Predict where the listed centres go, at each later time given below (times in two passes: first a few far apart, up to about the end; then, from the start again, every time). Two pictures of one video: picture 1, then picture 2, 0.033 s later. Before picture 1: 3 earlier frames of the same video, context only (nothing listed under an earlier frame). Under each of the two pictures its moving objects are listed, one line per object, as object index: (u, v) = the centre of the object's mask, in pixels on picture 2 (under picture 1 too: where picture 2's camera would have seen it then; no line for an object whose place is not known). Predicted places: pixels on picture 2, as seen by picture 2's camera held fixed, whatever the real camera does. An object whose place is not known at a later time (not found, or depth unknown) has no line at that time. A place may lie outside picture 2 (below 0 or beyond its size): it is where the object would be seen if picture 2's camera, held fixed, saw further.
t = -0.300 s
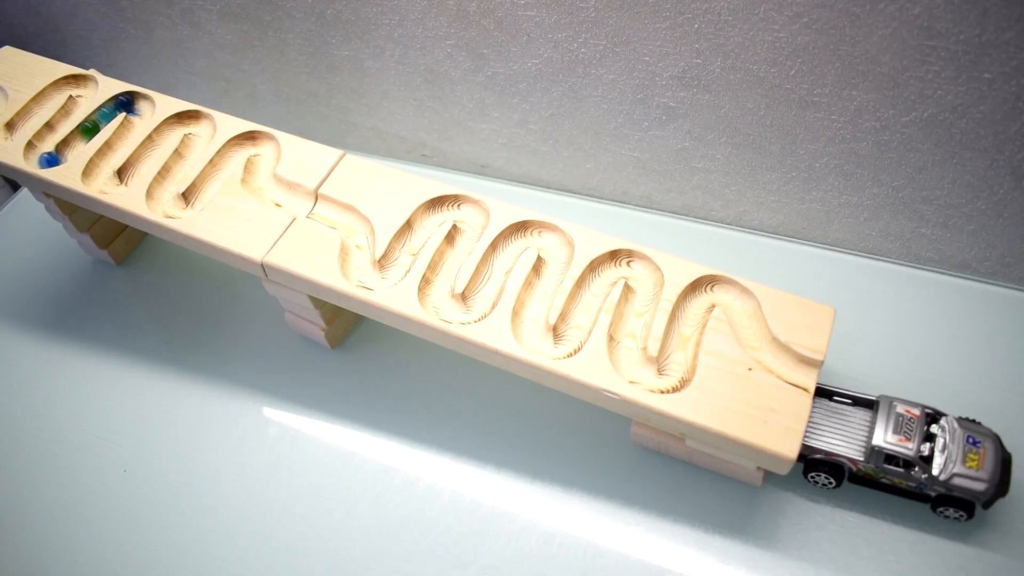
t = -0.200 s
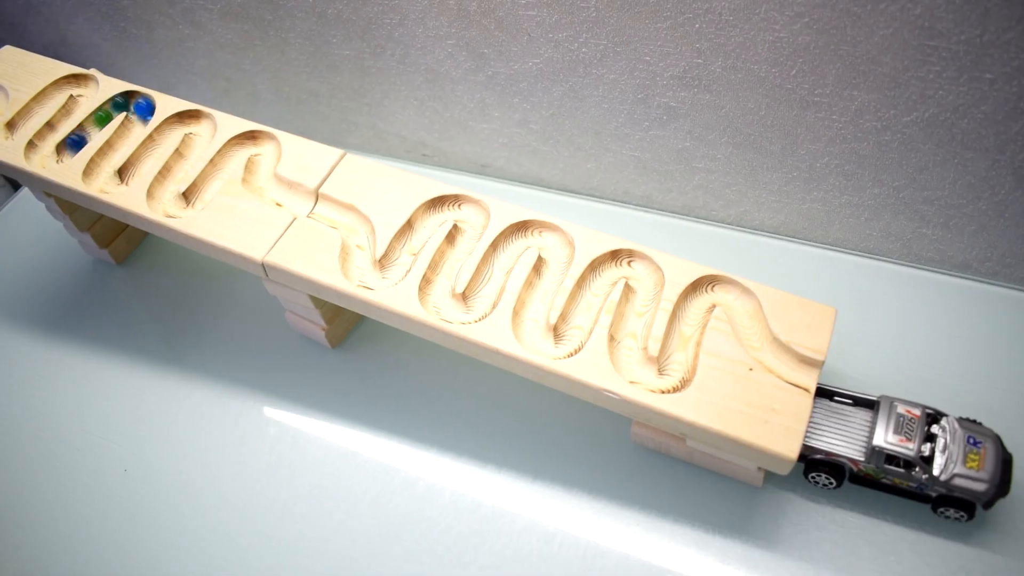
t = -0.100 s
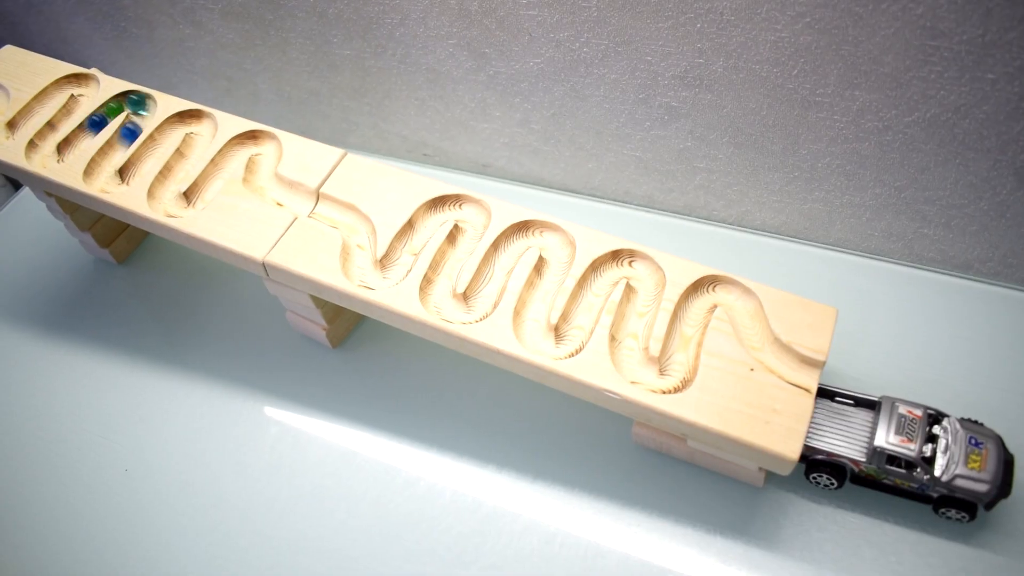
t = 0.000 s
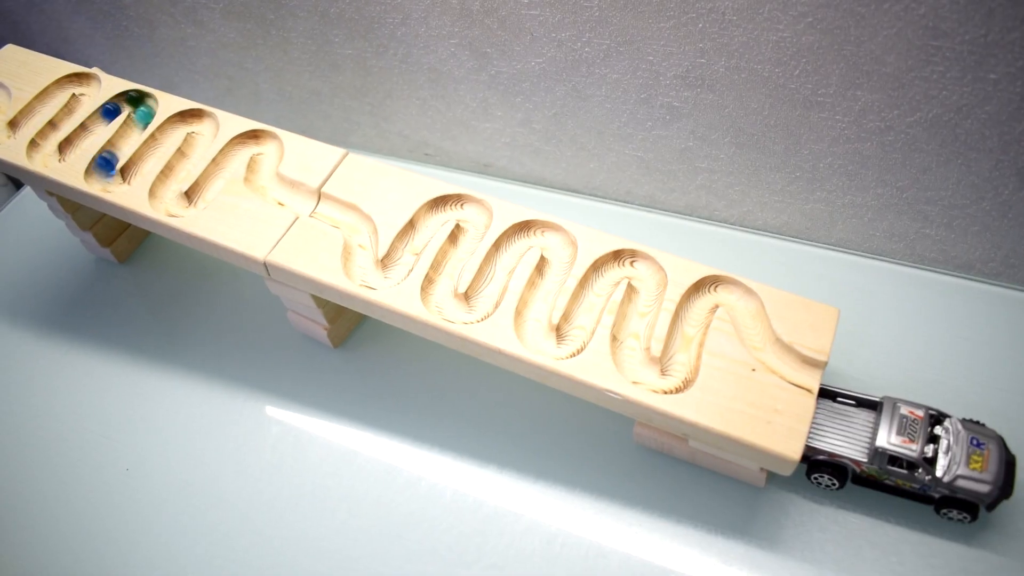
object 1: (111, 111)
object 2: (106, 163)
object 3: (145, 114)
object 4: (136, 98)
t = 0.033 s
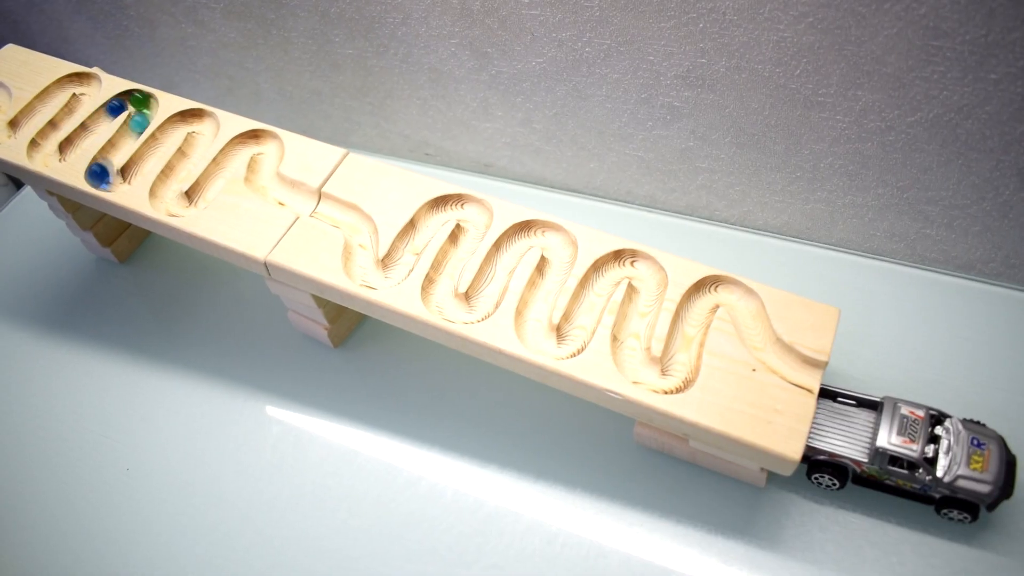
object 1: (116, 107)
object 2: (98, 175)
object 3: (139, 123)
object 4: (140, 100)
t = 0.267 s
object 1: (146, 110)
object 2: (149, 156)
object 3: (109, 182)
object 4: (117, 149)
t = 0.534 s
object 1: (102, 180)
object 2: (180, 124)
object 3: (165, 139)
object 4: (142, 165)
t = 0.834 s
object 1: (164, 139)
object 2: (185, 162)
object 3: (205, 124)
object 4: (179, 125)
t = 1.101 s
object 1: (184, 123)
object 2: (207, 191)
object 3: (166, 192)
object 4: (197, 148)
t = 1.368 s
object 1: (194, 151)
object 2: (248, 143)
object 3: (221, 173)
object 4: (196, 202)
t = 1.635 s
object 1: (196, 201)
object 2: (261, 182)
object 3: (266, 143)
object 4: (240, 151)
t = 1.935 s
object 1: (242, 148)
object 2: (362, 260)
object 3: (290, 197)
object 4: (262, 174)
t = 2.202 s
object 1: (264, 172)
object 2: (417, 236)
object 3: (365, 267)
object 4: (353, 224)
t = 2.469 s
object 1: (351, 221)
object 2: (473, 210)
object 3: (408, 245)
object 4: (399, 265)
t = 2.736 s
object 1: (400, 267)
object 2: (449, 272)
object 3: (445, 209)
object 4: (416, 241)
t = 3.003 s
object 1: (419, 237)
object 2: (485, 301)
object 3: (464, 248)
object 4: (442, 209)
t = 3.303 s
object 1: (431, 221)
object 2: (534, 230)
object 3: (472, 311)
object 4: (461, 249)
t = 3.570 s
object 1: (444, 211)
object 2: (545, 296)
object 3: (520, 242)
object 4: (454, 311)
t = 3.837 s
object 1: (470, 238)
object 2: (580, 333)
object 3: (554, 276)
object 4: (510, 255)
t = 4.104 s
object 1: (446, 306)
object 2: (620, 265)
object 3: (554, 347)
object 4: (563, 259)
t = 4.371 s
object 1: (502, 265)
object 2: (640, 328)
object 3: (598, 293)
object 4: (540, 343)
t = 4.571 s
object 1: (541, 233)
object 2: (672, 380)
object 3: (634, 262)
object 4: (588, 308)
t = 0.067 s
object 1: (120, 104)
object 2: (101, 179)
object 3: (132, 132)
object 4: (144, 105)
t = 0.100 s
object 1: (126, 101)
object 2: (108, 182)
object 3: (124, 140)
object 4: (147, 108)
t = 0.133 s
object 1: (130, 99)
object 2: (122, 181)
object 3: (117, 150)
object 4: (143, 116)
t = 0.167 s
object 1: (137, 99)
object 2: (131, 175)
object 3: (108, 162)
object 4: (139, 123)
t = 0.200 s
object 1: (143, 102)
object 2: (137, 169)
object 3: (100, 175)
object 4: (133, 132)
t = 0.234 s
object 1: (147, 106)
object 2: (143, 163)
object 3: (100, 179)
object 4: (124, 141)
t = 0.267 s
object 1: (146, 110)
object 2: (149, 156)
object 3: (109, 182)
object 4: (117, 149)
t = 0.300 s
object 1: (142, 119)
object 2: (153, 151)
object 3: (120, 181)
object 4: (109, 160)
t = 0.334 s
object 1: (136, 126)
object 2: (157, 146)
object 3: (131, 176)
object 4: (103, 171)
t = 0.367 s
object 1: (130, 134)
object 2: (162, 142)
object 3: (138, 169)
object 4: (98, 179)
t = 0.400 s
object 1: (122, 144)
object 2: (165, 137)
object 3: (144, 162)
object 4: (105, 182)
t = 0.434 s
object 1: (113, 153)
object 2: (169, 134)
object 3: (151, 154)
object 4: (115, 182)
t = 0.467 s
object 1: (105, 165)
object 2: (172, 131)
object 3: (156, 149)
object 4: (128, 179)
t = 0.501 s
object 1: (97, 175)
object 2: (176, 127)
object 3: (161, 143)
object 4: (136, 172)
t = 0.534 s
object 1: (102, 180)
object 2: (180, 124)
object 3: (165, 139)
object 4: (142, 165)
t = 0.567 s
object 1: (110, 182)
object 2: (186, 120)
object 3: (169, 134)
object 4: (147, 158)
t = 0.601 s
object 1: (122, 181)
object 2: (193, 118)
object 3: (171, 131)
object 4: (152, 153)
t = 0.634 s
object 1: (133, 174)
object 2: (200, 119)
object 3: (174, 129)
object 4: (158, 147)
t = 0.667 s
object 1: (139, 167)
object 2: (205, 122)
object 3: (177, 126)
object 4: (162, 142)
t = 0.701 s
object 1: (145, 161)
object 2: (206, 126)
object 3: (182, 123)
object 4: (166, 137)
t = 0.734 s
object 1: (151, 154)
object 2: (203, 136)
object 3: (188, 121)
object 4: (169, 135)
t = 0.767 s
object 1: (156, 148)
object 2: (198, 144)
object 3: (196, 119)
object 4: (172, 131)
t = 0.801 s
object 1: (160, 143)
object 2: (194, 152)
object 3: (202, 121)
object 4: (175, 129)
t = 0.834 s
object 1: (164, 139)
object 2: (185, 162)
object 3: (205, 124)
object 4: (179, 125)
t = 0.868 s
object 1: (167, 136)
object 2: (176, 173)
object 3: (206, 128)
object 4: (183, 122)
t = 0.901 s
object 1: (169, 134)
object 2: (171, 182)
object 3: (203, 136)
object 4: (189, 119)
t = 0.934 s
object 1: (171, 131)
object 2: (163, 194)
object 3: (198, 143)
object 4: (196, 118)
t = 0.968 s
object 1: (174, 129)
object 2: (164, 202)
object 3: (194, 152)
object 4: (202, 120)
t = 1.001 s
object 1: (176, 127)
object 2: (174, 206)
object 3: (187, 161)
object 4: (206, 125)
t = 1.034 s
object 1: (178, 125)
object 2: (188, 206)
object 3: (180, 169)
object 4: (207, 130)
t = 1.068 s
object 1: (181, 124)
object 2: (200, 198)
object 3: (173, 181)
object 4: (203, 138)
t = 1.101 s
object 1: (184, 123)
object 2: (207, 191)
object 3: (166, 192)
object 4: (197, 148)
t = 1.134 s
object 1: (188, 122)
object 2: (214, 182)
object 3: (163, 201)
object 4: (190, 157)
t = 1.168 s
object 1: (194, 121)
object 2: (218, 176)
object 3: (171, 206)
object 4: (182, 167)
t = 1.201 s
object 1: (202, 121)
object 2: (223, 169)
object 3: (182, 207)
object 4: (173, 177)
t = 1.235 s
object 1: (206, 123)
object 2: (228, 163)
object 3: (196, 202)
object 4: (165, 190)
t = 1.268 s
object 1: (206, 128)
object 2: (233, 157)
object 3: (205, 194)
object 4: (161, 200)
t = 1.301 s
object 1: (205, 134)
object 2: (239, 152)
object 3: (211, 187)
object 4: (168, 206)
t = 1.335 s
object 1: (200, 143)
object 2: (243, 147)
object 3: (217, 179)
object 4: (182, 207)
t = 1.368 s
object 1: (194, 151)
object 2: (248, 143)
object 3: (221, 173)
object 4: (196, 202)
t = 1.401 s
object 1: (187, 160)
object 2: (253, 140)
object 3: (226, 167)
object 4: (205, 194)
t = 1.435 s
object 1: (180, 170)
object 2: (262, 139)
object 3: (231, 161)
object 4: (212, 186)
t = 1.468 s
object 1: (172, 182)
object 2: (269, 143)
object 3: (235, 156)
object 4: (217, 178)
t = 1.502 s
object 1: (166, 191)
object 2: (272, 147)
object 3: (238, 151)
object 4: (221, 172)
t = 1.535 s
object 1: (163, 201)
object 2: (271, 155)
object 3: (242, 148)
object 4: (225, 166)
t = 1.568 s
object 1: (171, 206)
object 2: (266, 165)
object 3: (248, 144)
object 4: (230, 160)
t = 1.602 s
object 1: (183, 207)
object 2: (261, 175)
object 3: (256, 144)
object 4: (235, 155)
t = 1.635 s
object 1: (196, 201)
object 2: (261, 182)
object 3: (266, 143)
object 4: (240, 151)
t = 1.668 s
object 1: (204, 194)
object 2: (273, 190)
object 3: (271, 144)
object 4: (244, 147)
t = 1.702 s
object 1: (211, 187)
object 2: (285, 195)
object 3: (270, 150)
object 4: (248, 143)
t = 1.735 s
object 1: (216, 180)
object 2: (300, 202)
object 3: (270, 157)
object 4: (253, 140)
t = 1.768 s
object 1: (221, 173)
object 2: (318, 203)
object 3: (268, 164)
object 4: (260, 139)
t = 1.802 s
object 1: (225, 166)
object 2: (335, 209)
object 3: (262, 174)
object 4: (269, 143)
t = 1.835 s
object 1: (229, 161)
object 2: (348, 218)
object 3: (260, 182)
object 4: (272, 147)
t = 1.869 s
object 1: (234, 156)
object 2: (364, 229)
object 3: (267, 187)
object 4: (271, 154)
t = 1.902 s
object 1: (238, 152)
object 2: (365, 242)
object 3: (280, 192)
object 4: (268, 163)
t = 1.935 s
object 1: (242, 148)
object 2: (362, 260)
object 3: (290, 197)
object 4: (262, 174)
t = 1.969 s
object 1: (246, 144)
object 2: (363, 274)
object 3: (304, 202)
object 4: (260, 182)
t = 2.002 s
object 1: (252, 142)
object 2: (373, 278)
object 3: (321, 204)
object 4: (269, 190)
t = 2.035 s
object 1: (260, 140)
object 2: (391, 276)
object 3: (334, 209)
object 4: (278, 194)
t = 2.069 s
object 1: (267, 141)
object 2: (398, 267)
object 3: (346, 217)
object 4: (292, 200)
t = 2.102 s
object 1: (271, 144)
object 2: (405, 258)
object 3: (361, 227)
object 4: (309, 203)
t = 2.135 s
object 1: (272, 153)
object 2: (411, 251)
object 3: (365, 239)
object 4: (325, 204)
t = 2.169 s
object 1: (267, 163)
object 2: (414, 243)
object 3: (366, 252)
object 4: (336, 214)
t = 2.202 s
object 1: (264, 172)
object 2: (417, 236)
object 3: (365, 267)
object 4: (353, 224)
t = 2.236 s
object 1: (261, 182)
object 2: (420, 230)
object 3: (371, 275)
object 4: (364, 231)
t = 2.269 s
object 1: (271, 189)
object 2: (427, 224)
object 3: (385, 276)
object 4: (366, 244)
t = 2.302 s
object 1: (280, 193)
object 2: (434, 219)
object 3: (391, 270)
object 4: (364, 261)
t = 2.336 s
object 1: (294, 201)
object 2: (439, 213)
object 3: (394, 264)
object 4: (364, 274)
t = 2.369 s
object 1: (312, 200)
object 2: (445, 207)
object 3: (403, 260)
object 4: (377, 276)
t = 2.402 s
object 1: (324, 203)
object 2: (453, 205)
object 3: (408, 255)
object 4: (388, 277)
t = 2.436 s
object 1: (312, 202)
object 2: (449, 205)
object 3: (405, 259)
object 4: (381, 277)
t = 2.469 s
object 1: (351, 221)
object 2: (473, 210)
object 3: (408, 245)
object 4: (399, 265)
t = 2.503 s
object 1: (363, 227)
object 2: (480, 216)
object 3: (412, 241)
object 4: (403, 262)
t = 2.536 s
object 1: (366, 241)
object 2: (479, 223)
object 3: (417, 237)
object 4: (405, 259)
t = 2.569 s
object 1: (364, 258)
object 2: (475, 232)
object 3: (424, 232)
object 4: (407, 256)
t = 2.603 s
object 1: (363, 271)
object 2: (470, 239)
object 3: (427, 227)
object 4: (409, 252)
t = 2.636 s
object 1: (372, 275)
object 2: (463, 247)
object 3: (430, 222)
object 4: (411, 249)
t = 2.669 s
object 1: (383, 277)
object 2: (459, 255)
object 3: (433, 217)
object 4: (412, 246)
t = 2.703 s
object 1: (392, 272)
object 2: (455, 263)
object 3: (438, 212)
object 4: (414, 244)
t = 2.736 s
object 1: (400, 267)
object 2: (449, 272)
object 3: (445, 209)
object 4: (416, 241)
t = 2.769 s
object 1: (405, 260)
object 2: (444, 282)
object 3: (455, 206)
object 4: (417, 239)
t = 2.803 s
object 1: (407, 255)
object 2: (440, 290)
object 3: (466, 207)
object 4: (419, 237)
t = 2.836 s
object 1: (409, 251)
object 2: (437, 300)
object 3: (475, 211)
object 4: (423, 232)
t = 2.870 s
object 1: (411, 248)
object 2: (443, 306)
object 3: (480, 217)
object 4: (426, 228)
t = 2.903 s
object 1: (413, 245)
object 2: (452, 310)
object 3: (479, 224)
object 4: (430, 223)
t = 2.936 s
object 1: (415, 242)
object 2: (465, 312)
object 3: (474, 233)
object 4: (434, 218)
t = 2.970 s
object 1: (417, 240)
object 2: (479, 308)
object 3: (469, 240)
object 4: (437, 214)
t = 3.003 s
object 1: (419, 237)
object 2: (485, 301)
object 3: (464, 248)
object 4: (442, 209)
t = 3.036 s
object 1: (421, 235)
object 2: (491, 291)
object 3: (458, 258)
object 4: (447, 205)
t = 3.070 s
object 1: (422, 233)
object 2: (495, 282)
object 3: (452, 266)
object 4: (457, 205)
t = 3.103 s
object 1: (425, 230)
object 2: (500, 273)
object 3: (447, 275)
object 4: (465, 206)
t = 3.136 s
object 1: (427, 228)
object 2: (504, 264)
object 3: (442, 285)
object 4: (475, 211)
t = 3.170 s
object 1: (427, 226)
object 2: (508, 256)
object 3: (438, 294)
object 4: (480, 217)
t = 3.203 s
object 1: (428, 224)
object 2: (512, 249)
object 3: (438, 303)
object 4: (479, 224)
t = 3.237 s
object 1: (428, 222)
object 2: (518, 242)
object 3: (446, 308)
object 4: (475, 233)
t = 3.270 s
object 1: (429, 221)
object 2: (525, 234)
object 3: (456, 311)
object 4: (468, 241)
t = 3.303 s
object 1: (431, 221)
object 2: (534, 230)
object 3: (472, 311)
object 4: (461, 249)
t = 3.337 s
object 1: (433, 220)
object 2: (546, 233)
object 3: (481, 306)
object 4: (455, 257)
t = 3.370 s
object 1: (434, 219)
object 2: (558, 239)
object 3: (489, 296)
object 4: (452, 266)
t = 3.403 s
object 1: (434, 218)
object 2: (564, 247)
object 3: (493, 285)
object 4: (449, 276)
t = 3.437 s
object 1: (434, 217)
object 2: (564, 256)
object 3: (496, 276)
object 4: (446, 285)
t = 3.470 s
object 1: (435, 216)
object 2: (560, 267)
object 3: (502, 266)
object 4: (441, 295)
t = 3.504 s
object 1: (437, 214)
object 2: (555, 277)
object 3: (508, 257)
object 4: (438, 303)
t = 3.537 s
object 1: (440, 213)
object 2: (550, 286)
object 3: (514, 249)
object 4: (446, 308)
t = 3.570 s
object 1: (444, 211)
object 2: (545, 296)
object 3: (520, 242)
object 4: (454, 311)
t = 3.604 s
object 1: (450, 209)
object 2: (539, 307)
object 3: (527, 233)
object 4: (468, 312)
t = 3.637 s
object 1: (456, 206)
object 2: (534, 318)
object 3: (536, 232)
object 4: (479, 309)
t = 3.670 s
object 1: (465, 205)
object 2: (531, 330)
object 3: (548, 234)
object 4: (486, 299)
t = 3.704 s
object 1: (472, 209)
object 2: (536, 339)
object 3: (559, 240)
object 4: (492, 289)
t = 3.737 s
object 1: (480, 215)
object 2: (546, 345)
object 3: (564, 249)
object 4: (495, 281)
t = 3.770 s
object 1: (480, 221)
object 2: (561, 348)
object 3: (564, 257)
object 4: (500, 271)
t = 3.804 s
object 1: (476, 229)
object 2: (571, 343)
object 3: (560, 266)
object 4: (505, 262)
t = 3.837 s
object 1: (470, 238)
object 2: (580, 333)
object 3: (554, 276)
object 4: (510, 255)
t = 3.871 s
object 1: (463, 247)
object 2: (584, 323)
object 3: (549, 285)
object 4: (515, 247)
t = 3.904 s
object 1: (458, 255)
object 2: (589, 314)
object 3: (545, 295)
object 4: (520, 240)
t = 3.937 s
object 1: (453, 265)
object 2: (593, 304)
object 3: (541, 306)
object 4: (527, 232)
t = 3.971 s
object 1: (449, 274)
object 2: (596, 294)
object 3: (537, 316)
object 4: (537, 232)
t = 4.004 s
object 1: (446, 283)
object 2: (600, 287)
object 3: (532, 329)
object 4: (550, 235)
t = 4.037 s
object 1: (441, 294)
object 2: (606, 279)
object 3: (534, 337)
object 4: (560, 241)
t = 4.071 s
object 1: (438, 302)
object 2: (611, 272)
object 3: (541, 343)
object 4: (564, 249)
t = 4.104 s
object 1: (446, 306)
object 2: (620, 265)
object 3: (554, 347)
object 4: (563, 259)
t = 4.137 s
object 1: (457, 311)
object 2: (630, 261)
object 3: (567, 346)
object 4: (559, 270)
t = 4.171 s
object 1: (471, 312)
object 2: (643, 265)
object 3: (575, 339)
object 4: (553, 279)
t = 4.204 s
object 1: (480, 307)
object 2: (651, 272)
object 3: (580, 330)
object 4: (546, 289)
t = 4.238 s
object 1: (487, 299)
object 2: (654, 284)
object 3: (582, 323)
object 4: (539, 301)
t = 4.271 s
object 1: (490, 290)
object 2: (651, 294)
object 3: (585, 315)
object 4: (535, 311)
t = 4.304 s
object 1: (493, 281)
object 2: (647, 305)
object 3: (589, 307)
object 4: (533, 324)
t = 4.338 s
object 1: (497, 273)
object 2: (643, 316)
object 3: (593, 301)
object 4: (534, 337)
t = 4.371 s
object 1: (502, 265)
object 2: (640, 328)
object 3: (598, 293)
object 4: (540, 343)
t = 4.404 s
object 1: (507, 257)
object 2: (636, 340)
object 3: (602, 286)
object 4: (556, 348)
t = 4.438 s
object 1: (513, 251)
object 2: (633, 353)
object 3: (606, 280)
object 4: (569, 344)
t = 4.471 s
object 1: (518, 244)
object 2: (632, 366)
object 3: (612, 274)
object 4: (579, 336)
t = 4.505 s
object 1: (523, 237)
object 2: (641, 373)
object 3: (618, 268)
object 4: (582, 326)
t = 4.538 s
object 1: (532, 231)
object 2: (654, 378)
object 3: (626, 262)
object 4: (584, 317)
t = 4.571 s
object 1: (541, 233)
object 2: (672, 380)
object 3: (634, 262)
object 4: (588, 308)
